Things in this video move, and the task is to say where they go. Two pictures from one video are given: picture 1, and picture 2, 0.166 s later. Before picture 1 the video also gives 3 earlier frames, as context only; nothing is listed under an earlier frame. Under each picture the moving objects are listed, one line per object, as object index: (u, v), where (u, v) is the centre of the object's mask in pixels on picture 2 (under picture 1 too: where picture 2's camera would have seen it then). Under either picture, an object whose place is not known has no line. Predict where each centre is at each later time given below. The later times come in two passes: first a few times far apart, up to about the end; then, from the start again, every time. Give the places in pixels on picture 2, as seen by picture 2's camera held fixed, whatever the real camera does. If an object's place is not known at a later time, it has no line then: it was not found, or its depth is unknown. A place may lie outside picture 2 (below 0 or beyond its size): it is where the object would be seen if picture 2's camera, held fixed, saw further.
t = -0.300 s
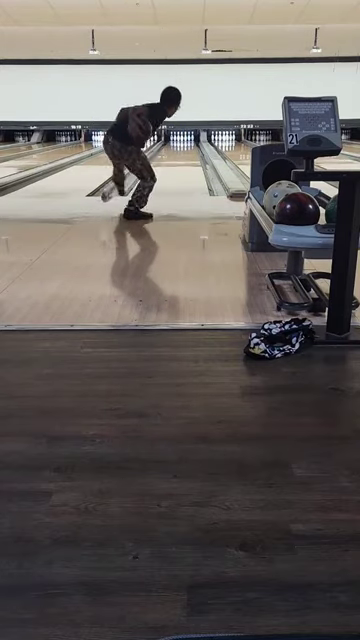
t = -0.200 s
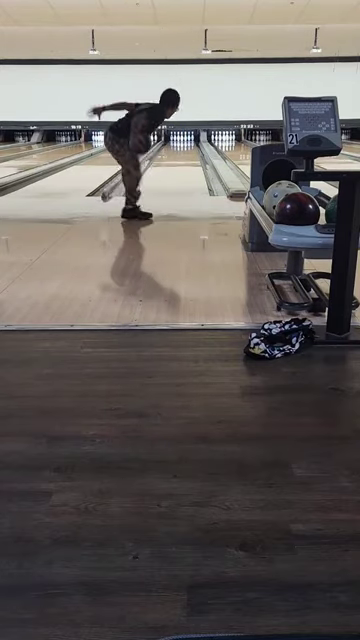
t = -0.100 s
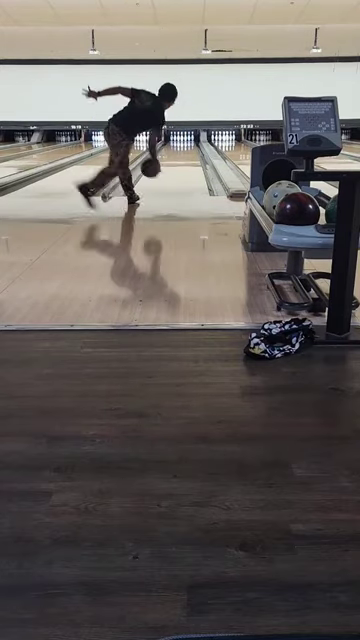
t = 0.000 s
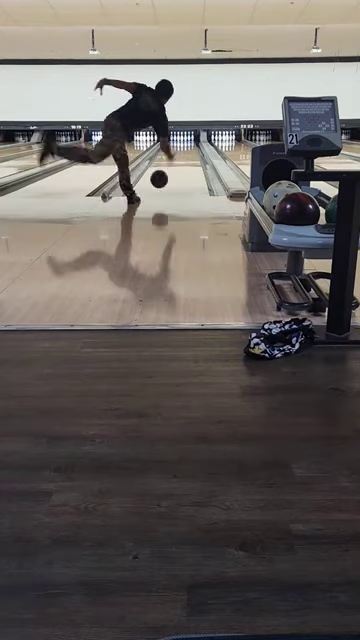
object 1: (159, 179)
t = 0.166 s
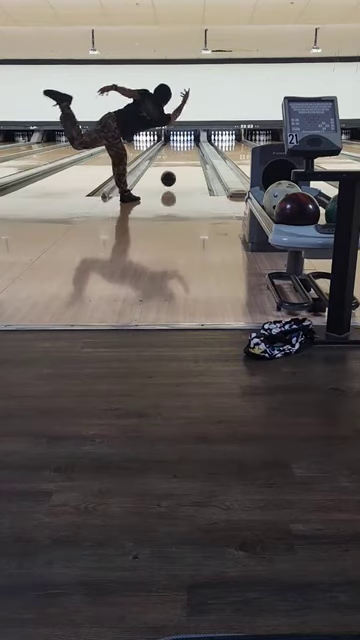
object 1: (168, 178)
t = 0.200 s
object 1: (169, 177)
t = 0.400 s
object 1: (176, 170)
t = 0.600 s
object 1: (182, 163)
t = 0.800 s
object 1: (185, 158)
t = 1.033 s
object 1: (188, 154)
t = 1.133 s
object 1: (189, 152)
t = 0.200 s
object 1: (169, 177)
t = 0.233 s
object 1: (171, 176)
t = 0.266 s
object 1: (172, 175)
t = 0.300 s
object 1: (173, 174)
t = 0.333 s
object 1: (174, 172)
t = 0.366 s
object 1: (176, 171)
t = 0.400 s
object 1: (176, 170)
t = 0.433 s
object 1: (177, 168)
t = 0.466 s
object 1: (178, 167)
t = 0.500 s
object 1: (179, 166)
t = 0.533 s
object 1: (180, 165)
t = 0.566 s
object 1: (181, 164)
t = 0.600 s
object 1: (182, 163)
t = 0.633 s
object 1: (182, 162)
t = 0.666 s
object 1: (183, 161)
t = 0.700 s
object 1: (183, 161)
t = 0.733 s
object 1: (184, 160)
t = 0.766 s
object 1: (185, 159)
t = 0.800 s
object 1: (185, 158)
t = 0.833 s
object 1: (186, 157)
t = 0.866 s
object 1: (186, 157)
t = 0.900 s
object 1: (186, 156)
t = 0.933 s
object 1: (187, 155)
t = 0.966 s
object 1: (187, 155)
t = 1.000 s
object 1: (188, 154)
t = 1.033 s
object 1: (188, 154)
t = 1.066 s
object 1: (188, 153)
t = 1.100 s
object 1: (189, 152)
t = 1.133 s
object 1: (189, 152)
